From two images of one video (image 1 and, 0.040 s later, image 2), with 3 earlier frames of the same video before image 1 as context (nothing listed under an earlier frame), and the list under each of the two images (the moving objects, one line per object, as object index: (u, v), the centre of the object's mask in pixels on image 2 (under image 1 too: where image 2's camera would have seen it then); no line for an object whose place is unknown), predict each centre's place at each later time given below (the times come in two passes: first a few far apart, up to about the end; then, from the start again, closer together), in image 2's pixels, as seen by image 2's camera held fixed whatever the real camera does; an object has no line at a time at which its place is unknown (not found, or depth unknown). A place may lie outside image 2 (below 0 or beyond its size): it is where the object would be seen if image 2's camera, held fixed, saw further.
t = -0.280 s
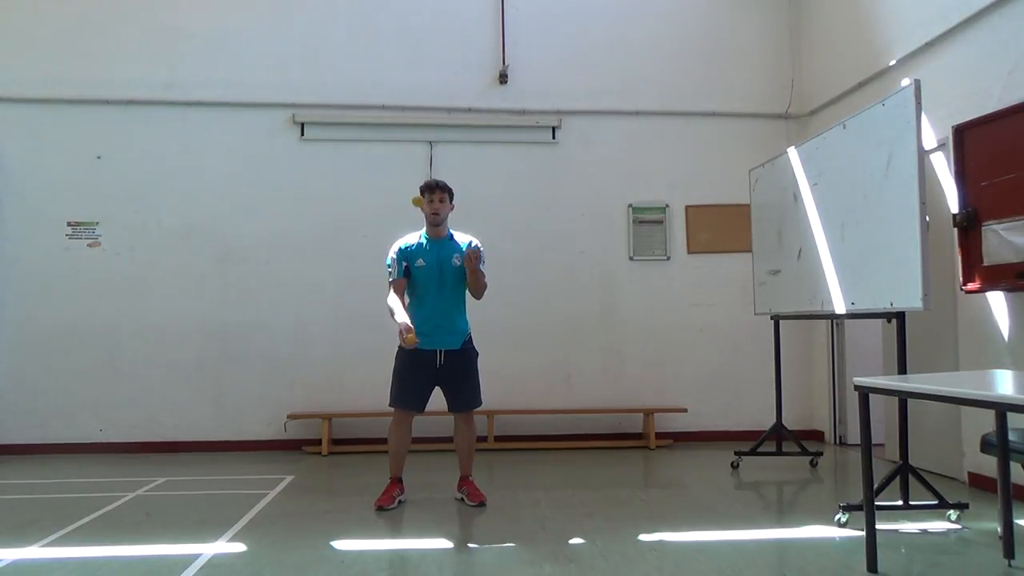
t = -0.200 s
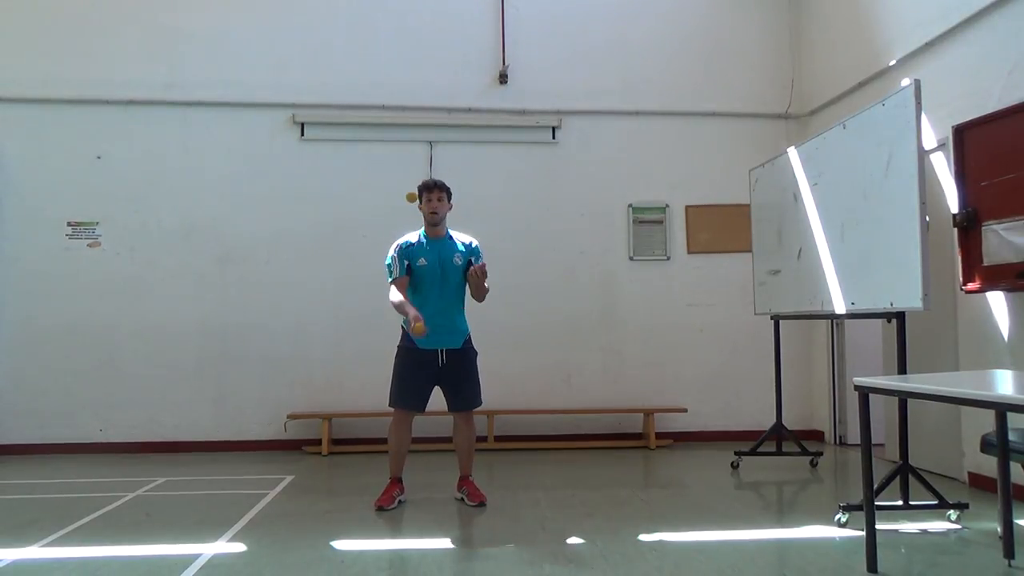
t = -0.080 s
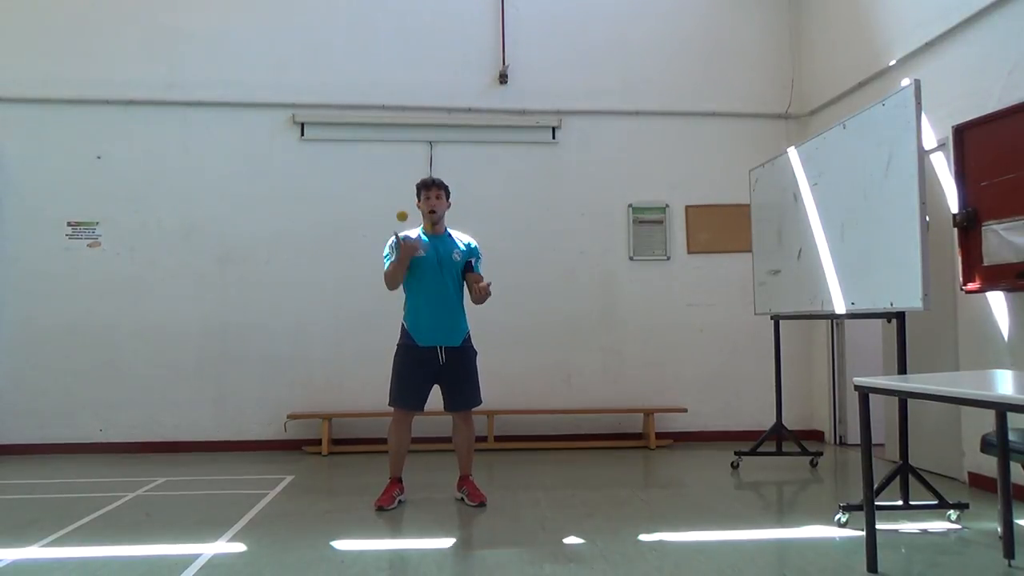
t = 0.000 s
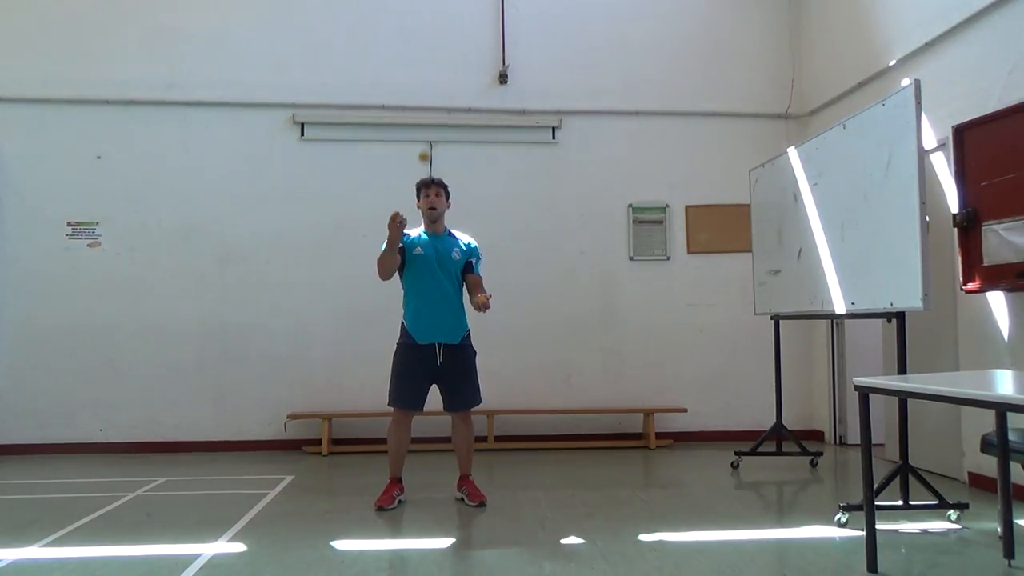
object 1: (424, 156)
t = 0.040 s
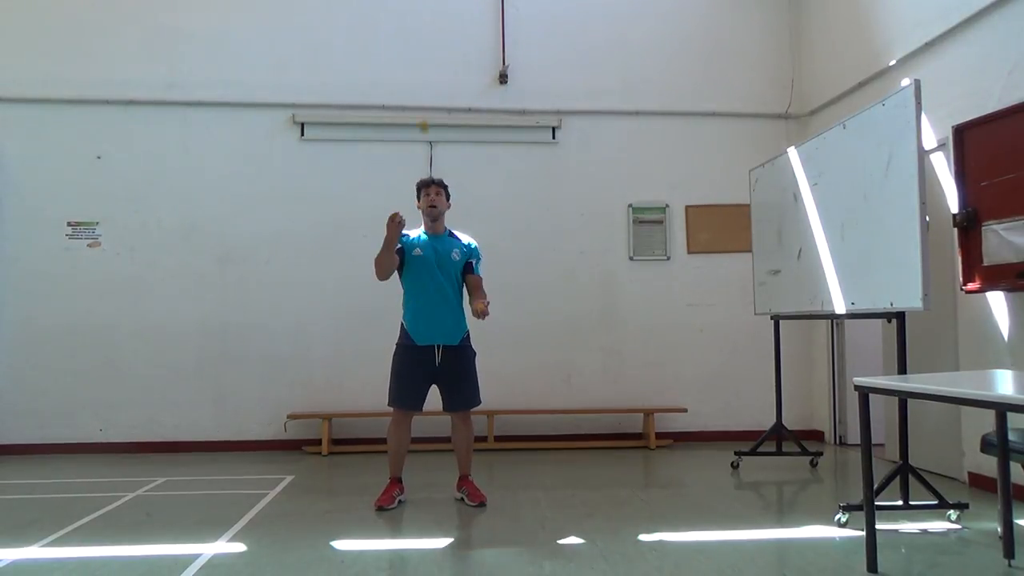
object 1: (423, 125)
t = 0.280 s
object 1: (420, 12)
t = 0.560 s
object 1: (417, 24)
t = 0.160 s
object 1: (421, 54)
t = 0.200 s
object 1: (421, 36)
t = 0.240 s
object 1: (420, 23)
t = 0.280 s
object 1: (420, 12)
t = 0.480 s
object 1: (418, 5)
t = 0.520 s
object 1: (417, 12)
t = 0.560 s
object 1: (417, 24)
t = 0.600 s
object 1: (417, 38)
